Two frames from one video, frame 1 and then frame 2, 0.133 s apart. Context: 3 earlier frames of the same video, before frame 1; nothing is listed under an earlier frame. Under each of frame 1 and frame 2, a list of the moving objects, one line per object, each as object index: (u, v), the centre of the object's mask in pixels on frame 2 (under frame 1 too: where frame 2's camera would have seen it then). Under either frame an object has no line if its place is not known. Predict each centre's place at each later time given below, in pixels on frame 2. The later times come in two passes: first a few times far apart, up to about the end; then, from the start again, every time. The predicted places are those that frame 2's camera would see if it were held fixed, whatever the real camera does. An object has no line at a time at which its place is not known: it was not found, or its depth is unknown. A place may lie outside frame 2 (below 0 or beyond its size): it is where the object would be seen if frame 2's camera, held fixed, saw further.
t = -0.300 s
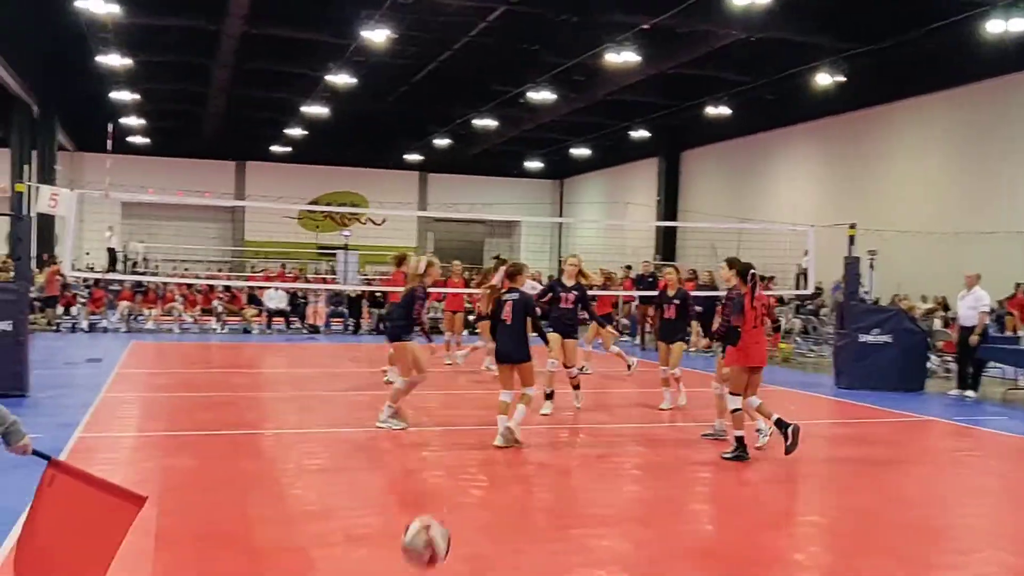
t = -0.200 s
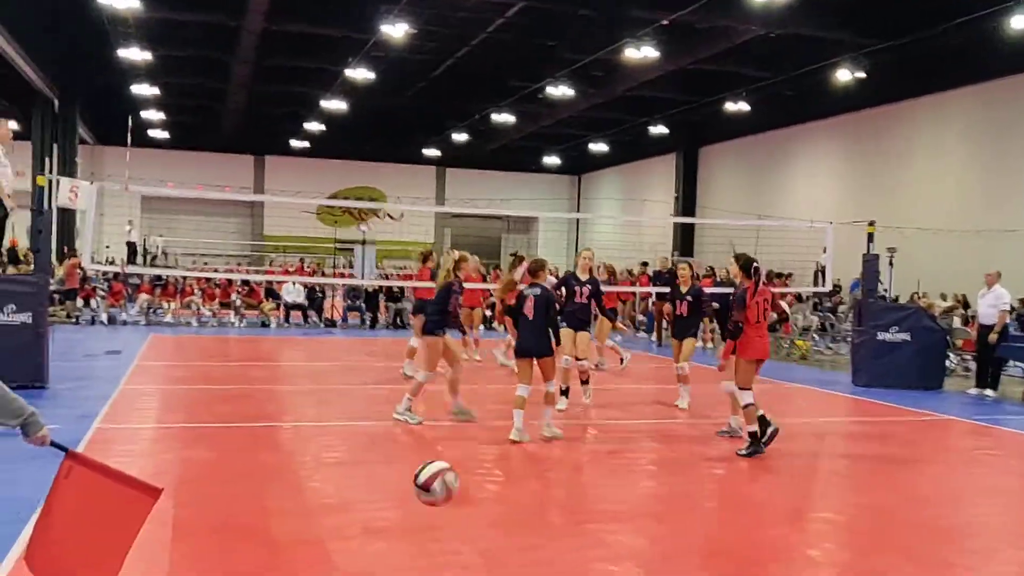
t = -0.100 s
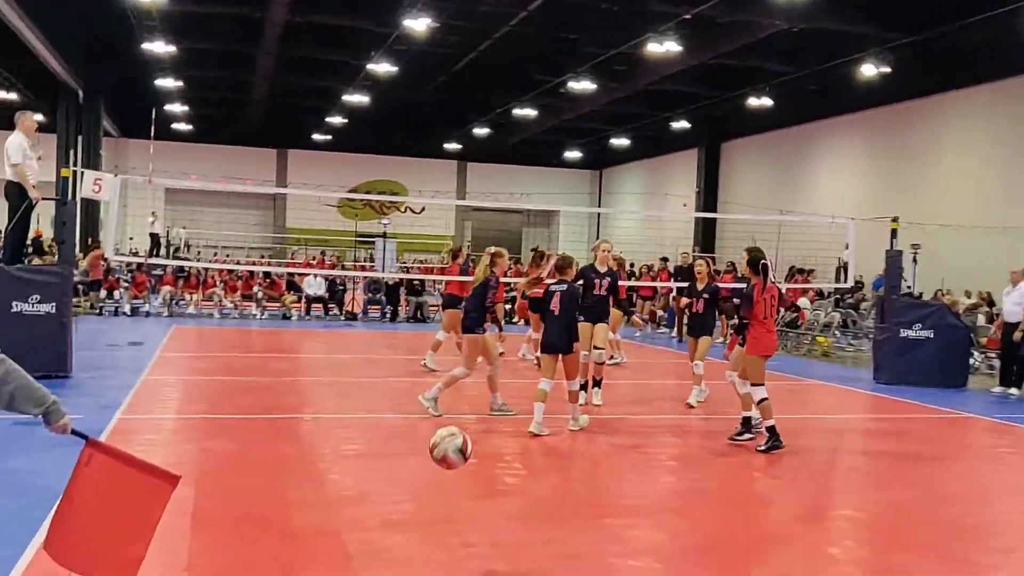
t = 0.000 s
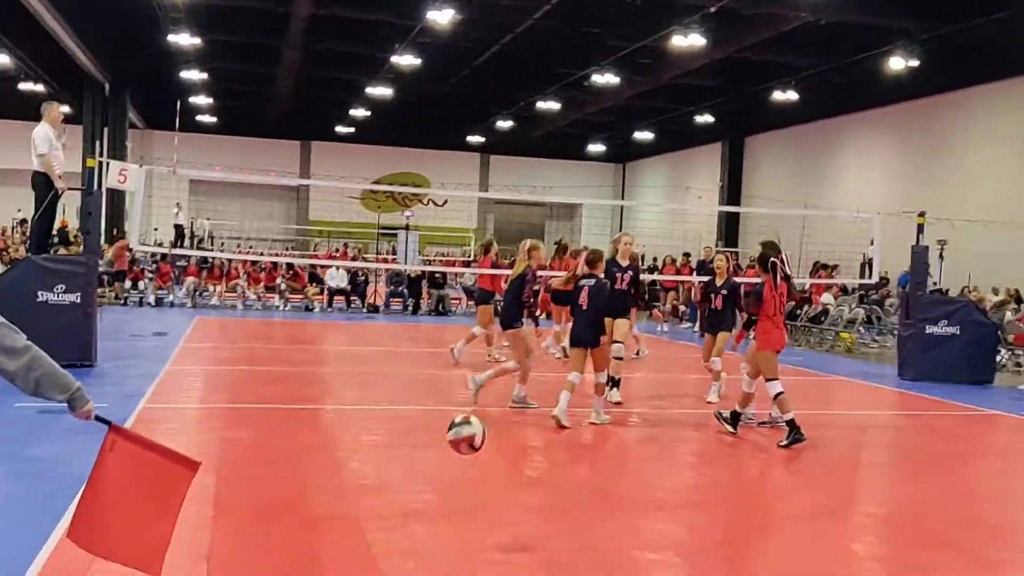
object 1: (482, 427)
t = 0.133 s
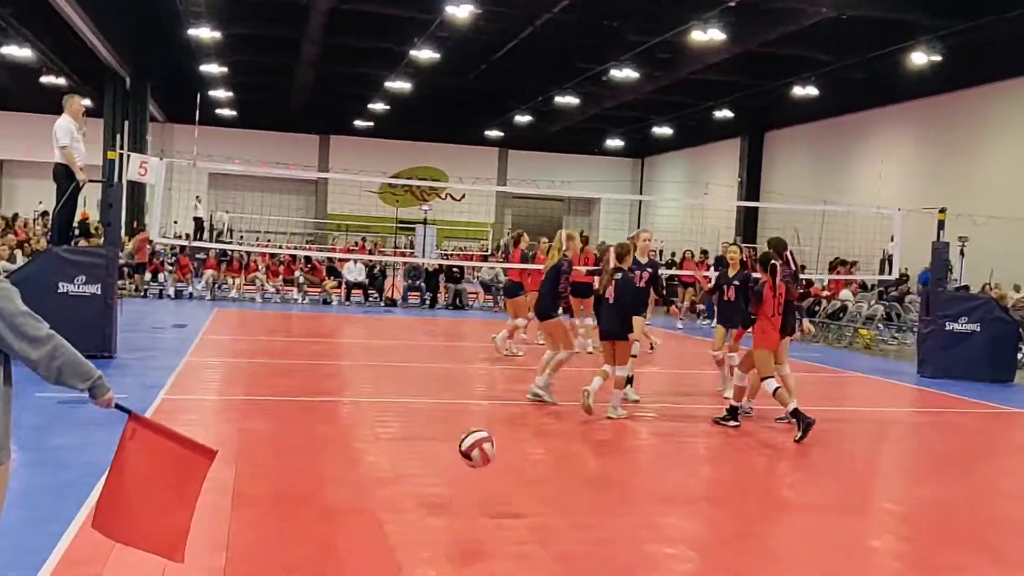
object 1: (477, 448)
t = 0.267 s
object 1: (472, 466)
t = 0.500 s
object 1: (471, 407)
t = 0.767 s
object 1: (463, 426)
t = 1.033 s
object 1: (458, 395)
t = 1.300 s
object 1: (454, 388)
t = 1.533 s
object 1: (450, 382)
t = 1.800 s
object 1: (448, 377)
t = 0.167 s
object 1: (475, 458)
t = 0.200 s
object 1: (474, 468)
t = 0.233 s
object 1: (473, 481)
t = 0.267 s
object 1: (472, 466)
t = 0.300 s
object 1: (472, 451)
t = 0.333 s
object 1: (472, 439)
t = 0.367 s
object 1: (472, 429)
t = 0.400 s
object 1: (472, 420)
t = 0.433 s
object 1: (471, 414)
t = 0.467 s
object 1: (471, 410)
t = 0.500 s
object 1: (471, 407)
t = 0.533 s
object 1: (470, 406)
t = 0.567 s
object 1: (469, 407)
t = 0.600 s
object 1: (469, 408)
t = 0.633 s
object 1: (468, 412)
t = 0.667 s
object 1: (467, 417)
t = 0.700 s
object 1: (465, 423)
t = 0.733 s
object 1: (464, 431)
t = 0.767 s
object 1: (463, 426)
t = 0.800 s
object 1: (463, 416)
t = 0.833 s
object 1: (462, 409)
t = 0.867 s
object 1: (462, 403)
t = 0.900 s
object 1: (461, 399)
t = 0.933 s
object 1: (460, 396)
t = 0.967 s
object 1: (459, 395)
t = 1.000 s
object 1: (458, 394)
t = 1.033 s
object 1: (458, 395)
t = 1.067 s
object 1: (457, 398)
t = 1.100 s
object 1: (456, 401)
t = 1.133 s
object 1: (455, 406)
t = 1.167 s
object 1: (455, 400)
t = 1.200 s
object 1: (455, 396)
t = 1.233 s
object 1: (455, 392)
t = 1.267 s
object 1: (454, 390)
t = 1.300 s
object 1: (454, 388)
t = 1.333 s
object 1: (453, 388)
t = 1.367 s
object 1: (453, 389)
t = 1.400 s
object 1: (452, 391)
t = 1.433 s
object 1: (451, 392)
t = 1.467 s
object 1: (451, 387)
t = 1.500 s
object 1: (451, 384)
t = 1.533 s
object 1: (450, 382)
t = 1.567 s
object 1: (450, 381)
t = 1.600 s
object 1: (450, 382)
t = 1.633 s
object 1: (450, 383)
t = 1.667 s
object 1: (449, 383)
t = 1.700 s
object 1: (449, 379)
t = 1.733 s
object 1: (449, 377)
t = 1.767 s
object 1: (448, 376)
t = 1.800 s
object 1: (448, 377)
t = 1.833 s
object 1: (448, 377)
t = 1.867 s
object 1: (448, 374)
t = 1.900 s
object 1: (447, 373)
